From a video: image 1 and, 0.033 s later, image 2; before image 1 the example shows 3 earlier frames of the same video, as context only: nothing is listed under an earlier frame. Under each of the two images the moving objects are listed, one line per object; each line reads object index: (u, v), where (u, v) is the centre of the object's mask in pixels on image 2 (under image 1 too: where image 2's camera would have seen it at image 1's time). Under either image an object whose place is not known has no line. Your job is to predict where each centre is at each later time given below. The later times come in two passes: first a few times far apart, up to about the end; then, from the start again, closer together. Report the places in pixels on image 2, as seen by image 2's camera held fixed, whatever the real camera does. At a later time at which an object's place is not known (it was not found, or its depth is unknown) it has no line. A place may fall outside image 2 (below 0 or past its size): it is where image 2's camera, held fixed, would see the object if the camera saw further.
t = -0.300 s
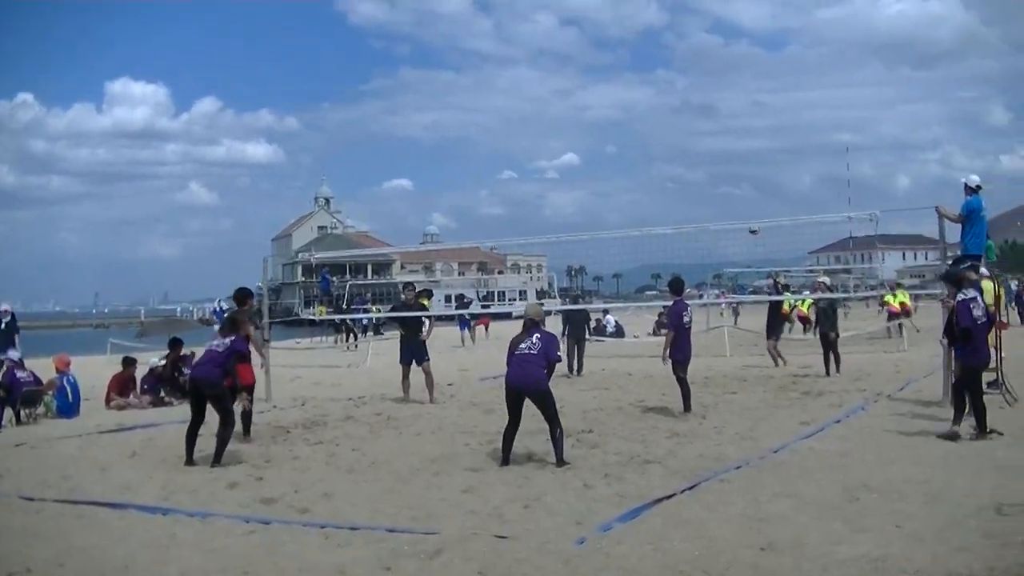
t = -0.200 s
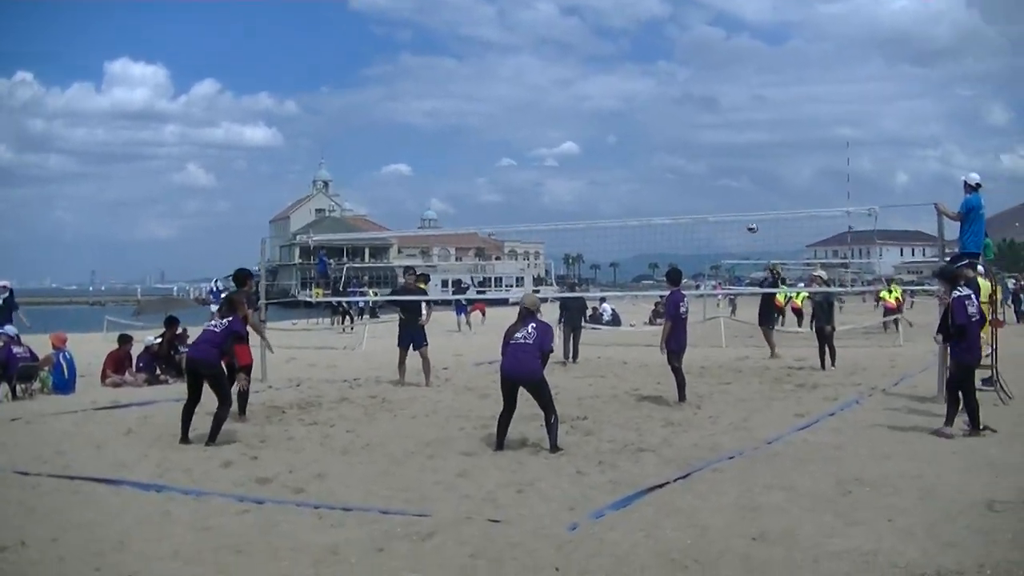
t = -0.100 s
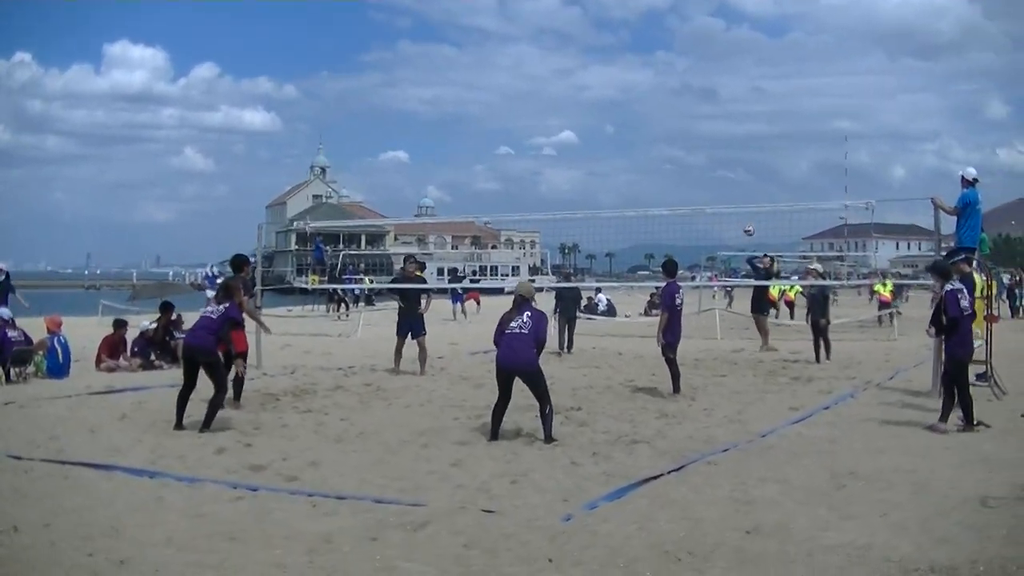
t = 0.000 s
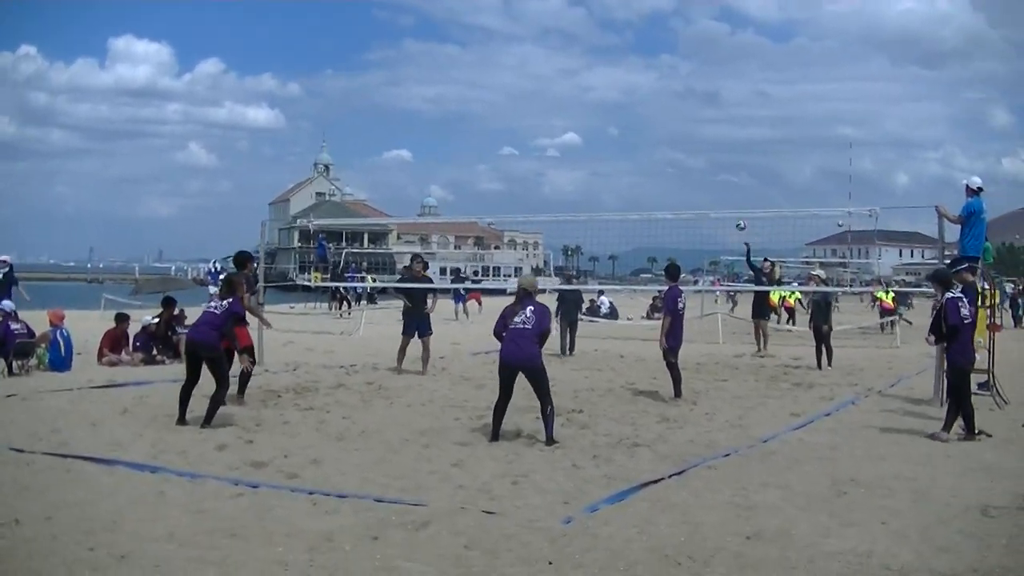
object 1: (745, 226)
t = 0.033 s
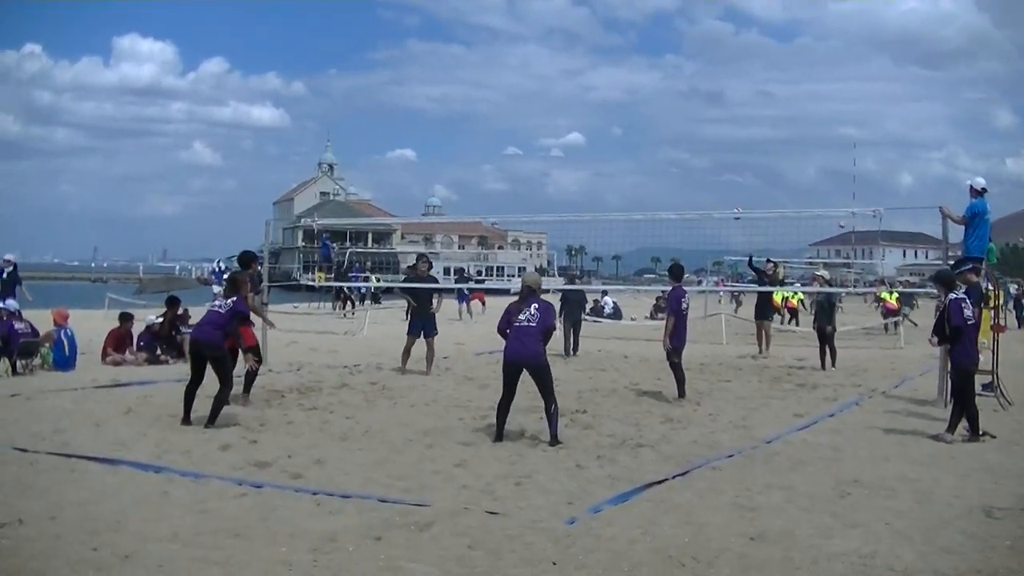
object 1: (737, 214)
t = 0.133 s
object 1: (714, 179)
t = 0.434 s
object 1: (633, 98)
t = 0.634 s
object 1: (574, 64)
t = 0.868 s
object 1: (494, 53)
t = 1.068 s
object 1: (414, 75)
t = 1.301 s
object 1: (294, 156)
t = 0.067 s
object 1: (729, 202)
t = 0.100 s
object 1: (721, 190)
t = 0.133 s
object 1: (714, 179)
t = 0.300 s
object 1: (670, 131)
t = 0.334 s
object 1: (660, 122)
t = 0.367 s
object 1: (652, 113)
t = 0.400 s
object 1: (642, 106)
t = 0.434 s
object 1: (633, 98)
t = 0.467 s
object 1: (624, 92)
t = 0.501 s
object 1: (614, 85)
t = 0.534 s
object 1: (604, 79)
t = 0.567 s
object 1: (594, 73)
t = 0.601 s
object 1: (584, 68)
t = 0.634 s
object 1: (574, 64)
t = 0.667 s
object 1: (563, 60)
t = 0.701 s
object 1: (552, 57)
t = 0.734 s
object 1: (542, 54)
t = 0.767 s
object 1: (530, 52)
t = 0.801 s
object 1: (518, 52)
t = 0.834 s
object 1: (507, 52)
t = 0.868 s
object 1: (494, 53)
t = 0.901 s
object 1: (482, 54)
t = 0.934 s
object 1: (470, 55)
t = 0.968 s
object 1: (456, 58)
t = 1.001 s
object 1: (442, 63)
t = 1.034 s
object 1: (429, 68)
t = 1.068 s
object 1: (414, 75)
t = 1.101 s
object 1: (399, 82)
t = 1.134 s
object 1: (383, 91)
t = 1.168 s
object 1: (367, 100)
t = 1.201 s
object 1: (349, 112)
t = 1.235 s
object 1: (331, 127)
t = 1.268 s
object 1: (312, 140)
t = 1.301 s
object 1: (294, 156)
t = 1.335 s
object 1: (274, 174)
